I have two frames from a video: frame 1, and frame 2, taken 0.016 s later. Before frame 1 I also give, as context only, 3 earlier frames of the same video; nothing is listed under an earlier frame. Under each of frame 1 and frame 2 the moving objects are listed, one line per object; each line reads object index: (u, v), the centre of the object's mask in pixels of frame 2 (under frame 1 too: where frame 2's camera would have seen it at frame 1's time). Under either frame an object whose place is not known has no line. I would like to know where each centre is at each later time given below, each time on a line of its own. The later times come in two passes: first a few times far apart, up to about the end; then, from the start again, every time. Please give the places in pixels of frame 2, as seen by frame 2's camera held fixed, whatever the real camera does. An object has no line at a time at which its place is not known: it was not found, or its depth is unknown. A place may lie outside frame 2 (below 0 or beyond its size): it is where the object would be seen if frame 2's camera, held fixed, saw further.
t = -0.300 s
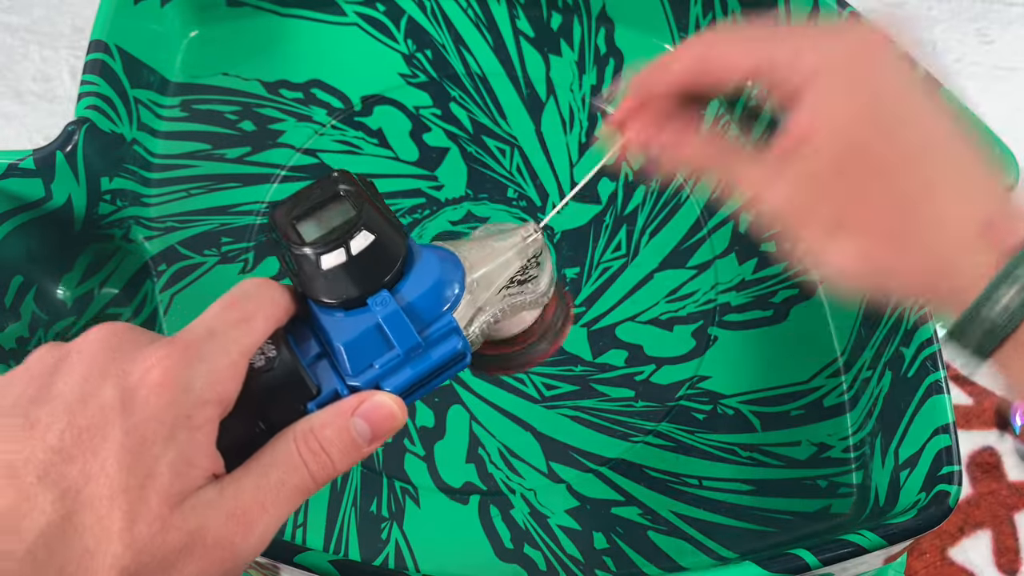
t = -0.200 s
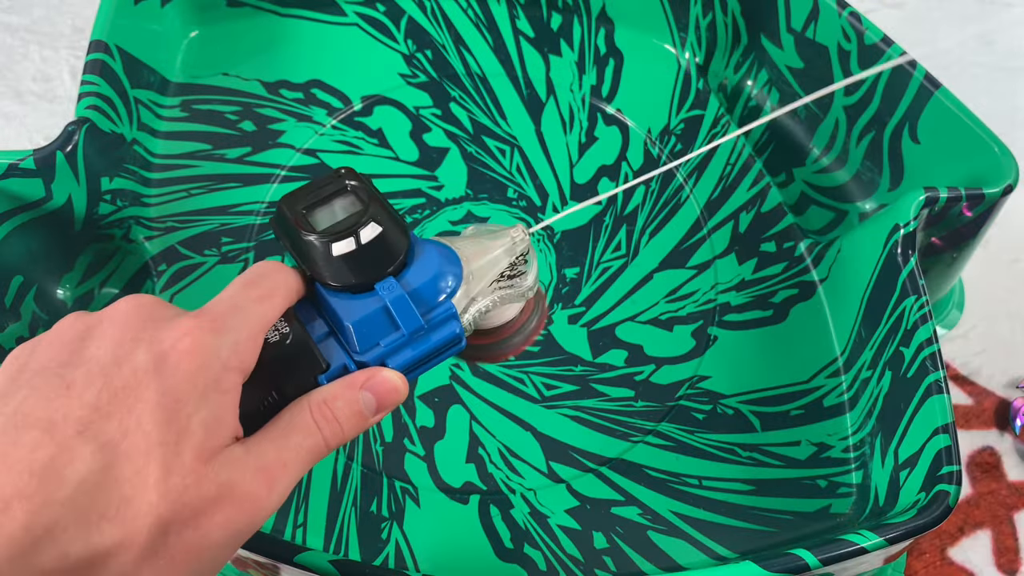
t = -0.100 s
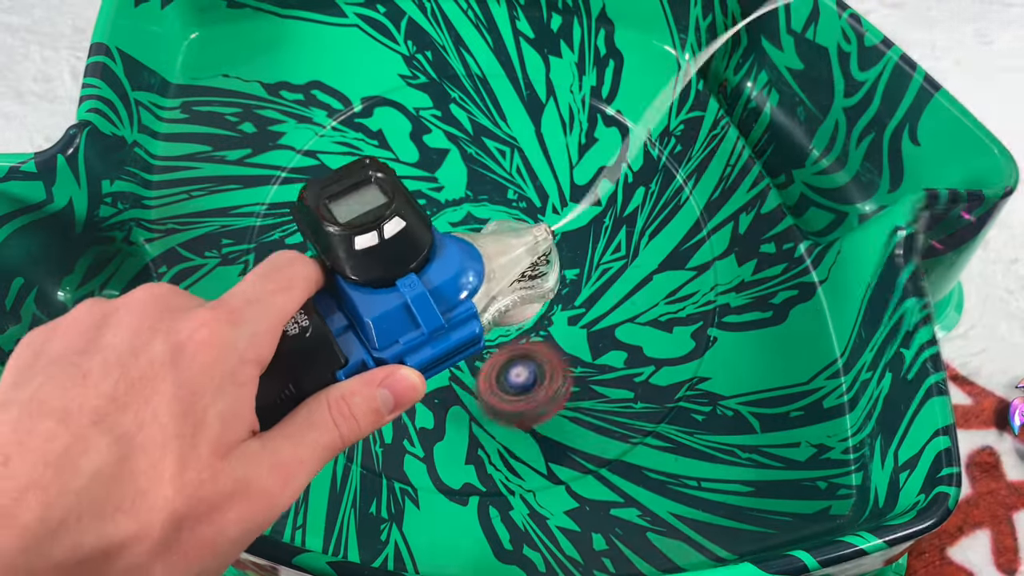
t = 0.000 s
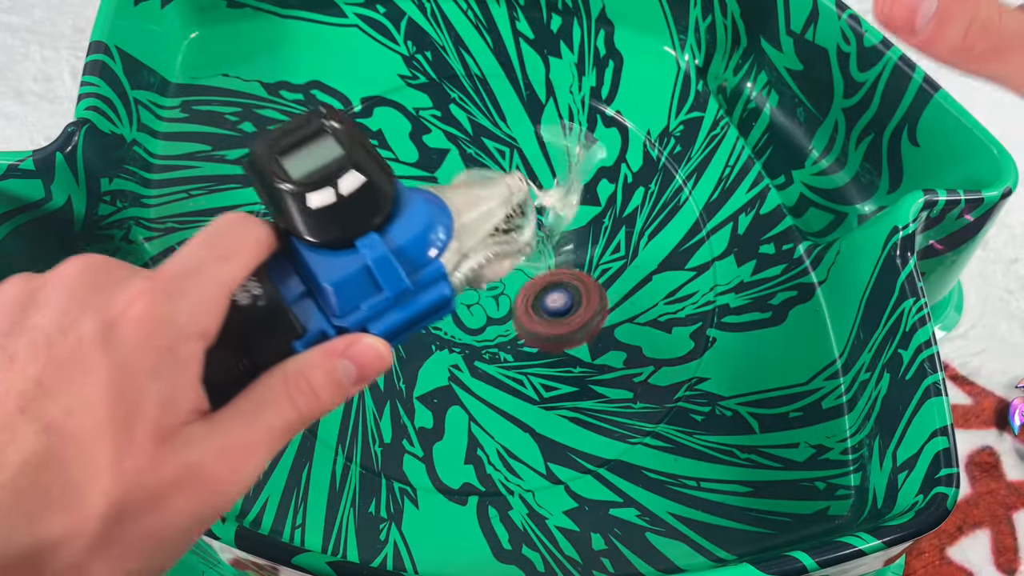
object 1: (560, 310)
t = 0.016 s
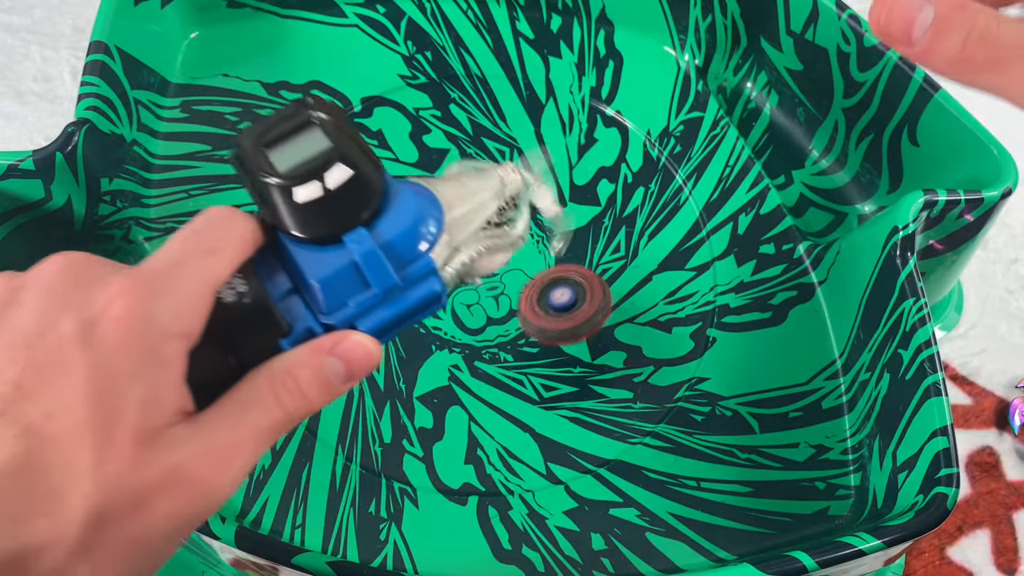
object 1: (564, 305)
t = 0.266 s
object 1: (610, 156)
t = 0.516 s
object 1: (577, 115)
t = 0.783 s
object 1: (469, 219)
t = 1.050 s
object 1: (389, 278)
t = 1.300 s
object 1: (384, 234)
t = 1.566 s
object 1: (416, 144)
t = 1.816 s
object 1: (431, 85)
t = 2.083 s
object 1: (494, 102)
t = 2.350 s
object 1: (437, 268)
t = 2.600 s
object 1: (288, 342)
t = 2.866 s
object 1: (292, 239)
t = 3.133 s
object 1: (432, 172)
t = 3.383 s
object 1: (576, 315)
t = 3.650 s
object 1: (487, 478)
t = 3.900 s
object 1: (281, 315)
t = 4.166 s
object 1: (431, 112)
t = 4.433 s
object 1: (703, 205)
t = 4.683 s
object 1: (529, 469)
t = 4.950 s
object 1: (250, 254)
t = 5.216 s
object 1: (522, 67)
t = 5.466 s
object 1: (692, 351)
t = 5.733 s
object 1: (301, 407)
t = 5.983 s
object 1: (366, 92)
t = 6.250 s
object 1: (695, 197)
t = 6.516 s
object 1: (508, 478)
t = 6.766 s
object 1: (254, 229)
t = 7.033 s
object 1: (550, 76)
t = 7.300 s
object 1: (703, 342)
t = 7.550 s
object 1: (341, 430)
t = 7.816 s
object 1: (334, 111)
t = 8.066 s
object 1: (640, 121)
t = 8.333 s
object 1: (606, 440)
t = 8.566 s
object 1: (285, 378)
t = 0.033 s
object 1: (567, 303)
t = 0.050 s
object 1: (571, 301)
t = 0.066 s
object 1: (576, 284)
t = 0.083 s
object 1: (581, 269)
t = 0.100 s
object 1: (586, 256)
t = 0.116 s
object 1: (589, 246)
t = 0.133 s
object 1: (592, 238)
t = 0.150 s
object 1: (594, 232)
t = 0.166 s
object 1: (598, 217)
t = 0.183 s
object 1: (601, 204)
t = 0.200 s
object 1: (604, 195)
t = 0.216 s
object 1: (605, 187)
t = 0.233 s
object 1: (607, 175)
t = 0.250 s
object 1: (608, 166)
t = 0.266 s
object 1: (610, 156)
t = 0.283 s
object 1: (611, 146)
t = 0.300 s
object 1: (612, 137)
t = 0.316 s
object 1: (613, 129)
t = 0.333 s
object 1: (614, 121)
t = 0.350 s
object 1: (615, 113)
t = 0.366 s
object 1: (616, 106)
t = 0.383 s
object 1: (615, 99)
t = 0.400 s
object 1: (613, 96)
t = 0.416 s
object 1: (609, 95)
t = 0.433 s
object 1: (606, 97)
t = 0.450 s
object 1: (601, 98)
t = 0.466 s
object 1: (596, 102)
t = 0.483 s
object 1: (590, 105)
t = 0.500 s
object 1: (584, 109)
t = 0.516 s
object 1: (577, 115)
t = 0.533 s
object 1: (571, 120)
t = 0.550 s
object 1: (565, 125)
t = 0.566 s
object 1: (559, 131)
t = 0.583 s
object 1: (552, 137)
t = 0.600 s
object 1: (546, 144)
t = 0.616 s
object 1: (538, 150)
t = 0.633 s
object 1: (531, 157)
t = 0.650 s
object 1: (524, 164)
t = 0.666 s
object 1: (517, 171)
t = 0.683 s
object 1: (510, 178)
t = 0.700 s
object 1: (503, 185)
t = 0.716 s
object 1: (496, 192)
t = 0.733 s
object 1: (489, 200)
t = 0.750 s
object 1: (482, 206)
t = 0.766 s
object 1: (476, 213)
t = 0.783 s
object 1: (469, 219)
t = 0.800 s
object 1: (462, 226)
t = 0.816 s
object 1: (456, 232)
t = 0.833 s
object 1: (449, 238)
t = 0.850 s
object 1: (443, 244)
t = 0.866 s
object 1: (437, 249)
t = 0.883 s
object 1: (431, 254)
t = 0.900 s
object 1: (426, 258)
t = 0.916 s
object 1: (421, 262)
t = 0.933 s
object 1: (415, 266)
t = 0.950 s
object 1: (411, 269)
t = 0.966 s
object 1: (406, 272)
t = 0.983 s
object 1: (402, 274)
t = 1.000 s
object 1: (398, 276)
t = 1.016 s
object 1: (395, 277)
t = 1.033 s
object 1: (392, 278)
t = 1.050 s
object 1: (389, 278)
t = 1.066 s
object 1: (386, 278)
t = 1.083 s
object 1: (384, 277)
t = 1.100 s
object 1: (382, 277)
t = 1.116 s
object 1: (381, 275)
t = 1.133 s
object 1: (380, 273)
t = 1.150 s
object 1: (379, 271)
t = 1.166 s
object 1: (379, 268)
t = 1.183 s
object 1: (378, 265)
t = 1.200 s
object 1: (378, 261)
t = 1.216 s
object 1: (379, 258)
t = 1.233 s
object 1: (379, 253)
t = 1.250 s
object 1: (380, 249)
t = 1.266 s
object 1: (382, 244)
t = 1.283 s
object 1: (383, 239)
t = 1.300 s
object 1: (384, 234)
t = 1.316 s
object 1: (386, 229)
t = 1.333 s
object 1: (388, 223)
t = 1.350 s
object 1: (389, 218)
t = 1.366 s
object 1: (391, 212)
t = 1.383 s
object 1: (393, 207)
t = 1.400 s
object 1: (396, 201)
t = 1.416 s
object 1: (398, 195)
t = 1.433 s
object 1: (400, 189)
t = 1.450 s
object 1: (402, 183)
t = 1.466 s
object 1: (404, 177)
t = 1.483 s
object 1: (406, 172)
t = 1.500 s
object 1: (408, 166)
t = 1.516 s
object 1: (410, 160)
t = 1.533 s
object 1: (412, 156)
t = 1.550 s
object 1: (414, 150)
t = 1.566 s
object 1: (416, 144)
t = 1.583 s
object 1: (417, 139)
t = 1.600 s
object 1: (419, 134)
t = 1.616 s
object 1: (420, 129)
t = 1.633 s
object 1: (421, 125)
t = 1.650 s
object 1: (422, 121)
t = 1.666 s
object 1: (423, 116)
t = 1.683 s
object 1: (424, 112)
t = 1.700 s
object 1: (425, 108)
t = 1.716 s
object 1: (426, 104)
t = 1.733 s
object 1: (426, 101)
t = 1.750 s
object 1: (427, 97)
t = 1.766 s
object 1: (428, 94)
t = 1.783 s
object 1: (429, 90)
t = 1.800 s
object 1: (430, 88)
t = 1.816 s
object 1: (431, 85)
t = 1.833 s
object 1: (433, 83)
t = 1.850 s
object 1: (434, 80)
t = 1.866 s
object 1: (436, 78)
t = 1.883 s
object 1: (438, 76)
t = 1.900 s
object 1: (441, 75)
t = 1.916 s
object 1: (443, 73)
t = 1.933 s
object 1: (447, 72)
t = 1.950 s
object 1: (451, 72)
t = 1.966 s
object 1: (456, 73)
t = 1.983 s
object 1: (462, 74)
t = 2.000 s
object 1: (468, 76)
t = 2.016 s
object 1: (474, 79)
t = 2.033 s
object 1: (480, 83)
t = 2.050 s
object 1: (485, 88)
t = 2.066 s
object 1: (490, 95)
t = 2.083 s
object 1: (494, 102)
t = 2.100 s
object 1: (497, 110)
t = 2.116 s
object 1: (499, 119)
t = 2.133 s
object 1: (499, 128)
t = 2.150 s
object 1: (499, 138)
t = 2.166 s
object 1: (498, 148)
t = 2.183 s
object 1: (496, 159)
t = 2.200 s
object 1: (494, 170)
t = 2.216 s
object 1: (490, 181)
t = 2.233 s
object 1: (485, 193)
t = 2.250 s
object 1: (481, 204)
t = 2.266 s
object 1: (475, 215)
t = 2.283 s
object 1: (469, 226)
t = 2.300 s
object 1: (461, 237)
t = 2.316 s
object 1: (453, 248)
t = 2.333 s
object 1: (445, 258)
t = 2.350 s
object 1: (437, 268)
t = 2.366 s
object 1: (428, 278)
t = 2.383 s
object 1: (418, 287)
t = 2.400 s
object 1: (409, 296)
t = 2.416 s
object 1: (399, 303)
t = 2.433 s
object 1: (388, 311)
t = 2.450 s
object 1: (378, 317)
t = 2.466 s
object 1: (367, 323)
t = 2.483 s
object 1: (357, 328)
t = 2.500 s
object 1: (346, 332)
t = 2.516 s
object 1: (336, 336)
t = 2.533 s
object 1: (326, 339)
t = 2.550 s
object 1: (316, 341)
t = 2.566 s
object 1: (306, 342)
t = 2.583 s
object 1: (296, 342)
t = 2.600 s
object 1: (288, 342)
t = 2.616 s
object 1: (280, 340)
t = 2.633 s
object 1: (272, 338)
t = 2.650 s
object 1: (264, 335)
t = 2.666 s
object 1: (258, 331)
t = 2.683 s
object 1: (254, 326)
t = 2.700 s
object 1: (252, 320)
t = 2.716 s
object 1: (255, 313)
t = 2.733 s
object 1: (258, 305)
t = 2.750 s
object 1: (261, 297)
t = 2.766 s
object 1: (264, 289)
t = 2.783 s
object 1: (269, 281)
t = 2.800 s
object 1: (273, 273)
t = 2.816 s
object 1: (277, 264)
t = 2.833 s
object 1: (282, 256)
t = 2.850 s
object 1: (287, 247)
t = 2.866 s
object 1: (292, 239)
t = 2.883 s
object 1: (297, 231)
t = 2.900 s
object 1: (301, 222)
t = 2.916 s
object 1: (306, 214)
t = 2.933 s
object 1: (311, 206)
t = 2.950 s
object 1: (316, 198)
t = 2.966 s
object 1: (322, 190)
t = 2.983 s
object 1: (330, 183)
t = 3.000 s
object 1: (338, 177)
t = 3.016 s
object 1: (348, 173)
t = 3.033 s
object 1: (358, 169)
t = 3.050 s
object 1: (369, 167)
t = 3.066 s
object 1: (381, 165)
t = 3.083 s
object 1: (393, 166)
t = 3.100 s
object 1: (406, 167)
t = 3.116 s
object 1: (419, 169)
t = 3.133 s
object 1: (432, 172)
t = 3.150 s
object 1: (444, 177)
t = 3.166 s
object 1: (457, 182)
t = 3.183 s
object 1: (469, 188)
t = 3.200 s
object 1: (481, 195)
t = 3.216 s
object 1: (493, 204)
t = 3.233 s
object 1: (504, 212)
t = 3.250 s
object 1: (515, 221)
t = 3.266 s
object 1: (525, 231)
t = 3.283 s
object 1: (535, 242)
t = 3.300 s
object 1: (544, 253)
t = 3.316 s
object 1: (552, 264)
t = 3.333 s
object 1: (559, 276)
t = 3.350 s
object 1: (566, 288)
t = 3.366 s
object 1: (572, 301)
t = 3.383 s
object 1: (576, 315)
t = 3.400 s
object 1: (580, 327)
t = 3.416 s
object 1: (583, 340)
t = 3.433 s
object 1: (584, 354)
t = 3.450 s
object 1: (585, 367)
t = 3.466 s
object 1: (584, 380)
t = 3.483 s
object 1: (582, 393)
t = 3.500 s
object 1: (578, 407)
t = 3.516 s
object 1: (574, 420)
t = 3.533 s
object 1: (568, 433)
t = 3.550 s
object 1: (561, 444)
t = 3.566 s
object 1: (552, 455)
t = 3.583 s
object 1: (542, 466)
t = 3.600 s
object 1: (530, 474)
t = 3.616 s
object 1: (516, 477)
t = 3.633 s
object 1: (502, 478)
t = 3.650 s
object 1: (487, 478)
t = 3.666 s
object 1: (471, 472)
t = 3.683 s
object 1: (455, 465)
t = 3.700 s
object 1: (438, 457)
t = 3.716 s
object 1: (424, 449)
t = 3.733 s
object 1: (409, 440)
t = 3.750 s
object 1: (392, 431)
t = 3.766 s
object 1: (378, 422)
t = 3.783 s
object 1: (362, 412)
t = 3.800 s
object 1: (347, 402)
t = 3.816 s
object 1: (331, 391)
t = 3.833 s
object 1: (317, 378)
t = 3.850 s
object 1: (304, 363)
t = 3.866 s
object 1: (295, 349)
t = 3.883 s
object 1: (287, 333)
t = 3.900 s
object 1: (281, 315)
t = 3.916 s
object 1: (277, 299)
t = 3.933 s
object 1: (275, 282)
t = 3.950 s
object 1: (276, 265)
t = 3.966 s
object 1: (279, 249)
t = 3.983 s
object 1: (284, 233)
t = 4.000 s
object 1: (290, 217)
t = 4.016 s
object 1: (298, 202)
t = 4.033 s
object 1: (309, 188)
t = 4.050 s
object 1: (320, 175)
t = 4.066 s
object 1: (333, 162)
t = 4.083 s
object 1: (347, 151)
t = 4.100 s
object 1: (362, 141)
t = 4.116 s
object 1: (379, 132)
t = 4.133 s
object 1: (395, 124)
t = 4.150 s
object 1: (412, 117)
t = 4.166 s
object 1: (431, 112)
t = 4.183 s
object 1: (450, 107)
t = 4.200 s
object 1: (469, 104)
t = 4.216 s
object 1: (489, 102)
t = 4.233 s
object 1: (508, 102)
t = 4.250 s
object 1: (528, 102)
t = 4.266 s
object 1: (550, 104)
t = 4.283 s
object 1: (569, 107)
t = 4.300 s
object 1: (588, 111)
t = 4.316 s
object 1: (609, 116)
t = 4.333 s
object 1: (628, 123)
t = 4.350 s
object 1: (647, 131)
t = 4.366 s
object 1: (665, 140)
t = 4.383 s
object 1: (679, 151)
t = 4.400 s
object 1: (690, 167)
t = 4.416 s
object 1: (699, 185)
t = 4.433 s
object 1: (703, 205)
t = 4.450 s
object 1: (704, 227)
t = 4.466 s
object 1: (705, 247)
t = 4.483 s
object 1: (706, 268)
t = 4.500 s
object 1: (705, 289)
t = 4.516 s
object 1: (705, 311)
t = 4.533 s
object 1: (703, 333)
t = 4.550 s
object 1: (696, 353)
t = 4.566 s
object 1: (684, 374)
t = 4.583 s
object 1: (667, 393)
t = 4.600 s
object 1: (647, 409)
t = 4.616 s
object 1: (625, 425)
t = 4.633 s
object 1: (603, 440)
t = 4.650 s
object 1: (580, 453)
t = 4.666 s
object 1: (557, 462)
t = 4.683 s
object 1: (529, 469)
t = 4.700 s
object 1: (501, 472)
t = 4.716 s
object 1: (471, 471)
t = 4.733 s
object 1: (441, 467)
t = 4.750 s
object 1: (414, 460)
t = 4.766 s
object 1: (387, 451)
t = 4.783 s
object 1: (361, 440)
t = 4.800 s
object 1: (339, 427)
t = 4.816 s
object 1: (319, 412)
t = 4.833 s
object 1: (300, 397)
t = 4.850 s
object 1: (283, 379)
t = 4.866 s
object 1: (271, 361)
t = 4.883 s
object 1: (261, 341)
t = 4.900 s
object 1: (254, 319)
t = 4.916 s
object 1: (251, 298)
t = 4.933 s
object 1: (249, 275)
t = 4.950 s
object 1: (250, 254)
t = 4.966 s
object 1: (253, 233)
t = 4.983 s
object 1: (258, 213)
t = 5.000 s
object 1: (265, 191)
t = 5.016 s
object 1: (274, 171)
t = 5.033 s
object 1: (285, 152)
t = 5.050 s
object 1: (298, 136)
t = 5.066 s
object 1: (315, 119)
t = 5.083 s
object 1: (334, 105)
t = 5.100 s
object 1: (354, 94)
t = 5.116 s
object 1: (376, 84)
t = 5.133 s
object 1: (400, 75)
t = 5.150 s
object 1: (422, 69)
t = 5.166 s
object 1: (447, 64)
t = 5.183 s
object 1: (471, 63)
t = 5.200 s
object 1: (497, 64)
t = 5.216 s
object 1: (522, 67)
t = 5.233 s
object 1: (547, 73)
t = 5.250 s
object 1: (572, 82)
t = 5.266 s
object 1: (595, 93)
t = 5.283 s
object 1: (616, 105)
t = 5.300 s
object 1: (636, 120)
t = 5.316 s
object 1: (654, 137)
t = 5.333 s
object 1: (670, 157)
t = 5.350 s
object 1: (684, 178)
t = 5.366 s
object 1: (694, 200)
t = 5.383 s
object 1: (702, 224)
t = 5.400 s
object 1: (708, 249)
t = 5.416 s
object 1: (710, 274)
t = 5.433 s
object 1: (707, 300)
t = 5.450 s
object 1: (701, 325)
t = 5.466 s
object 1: (692, 351)
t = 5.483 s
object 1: (679, 375)
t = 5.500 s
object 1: (663, 397)
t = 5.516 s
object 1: (643, 417)
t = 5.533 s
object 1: (621, 433)
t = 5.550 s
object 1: (596, 449)
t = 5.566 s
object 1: (570, 459)
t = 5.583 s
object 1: (542, 468)
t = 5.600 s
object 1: (514, 473)
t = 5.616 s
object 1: (485, 476)
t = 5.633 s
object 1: (457, 475)
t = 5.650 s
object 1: (428, 471)
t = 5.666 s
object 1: (399, 465)
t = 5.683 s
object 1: (374, 455)
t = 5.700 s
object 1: (349, 441)
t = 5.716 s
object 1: (323, 424)
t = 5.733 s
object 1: (301, 407)
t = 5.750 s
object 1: (284, 386)
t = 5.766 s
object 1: (269, 364)
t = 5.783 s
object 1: (257, 339)
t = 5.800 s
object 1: (249, 315)
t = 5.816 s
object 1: (246, 289)
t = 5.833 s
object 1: (244, 265)
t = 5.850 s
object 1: (247, 240)
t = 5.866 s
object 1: (252, 216)
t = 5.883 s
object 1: (261, 192)
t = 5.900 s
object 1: (273, 171)
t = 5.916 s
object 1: (288, 151)
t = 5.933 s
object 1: (305, 134)
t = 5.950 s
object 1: (325, 118)
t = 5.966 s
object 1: (345, 104)
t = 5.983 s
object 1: (366, 92)
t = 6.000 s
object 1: (390, 82)
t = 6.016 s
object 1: (413, 75)
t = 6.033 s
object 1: (437, 70)
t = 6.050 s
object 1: (462, 68)
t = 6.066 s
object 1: (486, 69)
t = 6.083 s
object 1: (512, 71)
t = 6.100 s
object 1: (536, 75)
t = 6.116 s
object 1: (560, 82)
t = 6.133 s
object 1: (583, 91)
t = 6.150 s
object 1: (603, 101)
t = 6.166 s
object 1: (623, 114)
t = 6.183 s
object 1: (642, 129)
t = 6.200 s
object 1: (658, 144)
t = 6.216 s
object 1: (673, 160)
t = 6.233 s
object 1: (686, 178)
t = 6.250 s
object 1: (695, 197)
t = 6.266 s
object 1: (703, 219)
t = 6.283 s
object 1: (708, 240)
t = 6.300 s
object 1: (710, 261)
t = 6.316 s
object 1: (711, 284)
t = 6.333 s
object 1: (709, 306)
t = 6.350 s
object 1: (704, 328)
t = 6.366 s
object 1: (698, 351)
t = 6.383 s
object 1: (687, 373)
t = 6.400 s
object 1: (673, 393)
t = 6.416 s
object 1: (656, 410)
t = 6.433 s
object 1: (635, 428)
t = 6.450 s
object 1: (613, 443)
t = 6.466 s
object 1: (589, 456)
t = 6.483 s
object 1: (563, 466)
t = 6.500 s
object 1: (535, 474)
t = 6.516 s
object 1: (508, 478)
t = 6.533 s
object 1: (477, 479)
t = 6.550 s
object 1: (447, 477)
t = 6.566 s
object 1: (418, 471)
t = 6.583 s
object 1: (388, 462)
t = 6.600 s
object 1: (362, 449)
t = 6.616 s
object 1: (337, 434)
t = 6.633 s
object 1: (313, 416)
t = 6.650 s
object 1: (295, 396)
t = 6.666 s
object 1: (279, 375)
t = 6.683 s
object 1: (266, 351)
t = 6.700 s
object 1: (257, 326)
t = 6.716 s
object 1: (251, 301)
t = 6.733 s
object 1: (250, 276)
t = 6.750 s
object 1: (250, 253)
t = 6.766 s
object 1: (254, 229)
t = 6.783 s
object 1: (261, 207)
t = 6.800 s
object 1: (271, 185)
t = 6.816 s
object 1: (284, 166)
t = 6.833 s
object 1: (298, 146)
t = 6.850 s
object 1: (316, 129)
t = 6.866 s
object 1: (334, 115)
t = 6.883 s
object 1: (355, 102)
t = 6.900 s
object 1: (374, 92)
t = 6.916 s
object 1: (396, 82)
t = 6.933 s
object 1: (417, 75)
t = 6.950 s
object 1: (440, 71)
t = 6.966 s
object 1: (462, 68)
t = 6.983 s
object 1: (485, 68)
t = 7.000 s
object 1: (507, 69)
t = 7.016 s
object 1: (529, 72)
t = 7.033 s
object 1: (550, 76)
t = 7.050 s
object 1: (571, 83)
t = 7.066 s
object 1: (590, 90)
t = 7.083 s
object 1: (609, 99)
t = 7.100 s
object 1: (627, 111)
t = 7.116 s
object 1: (644, 124)
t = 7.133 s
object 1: (658, 138)
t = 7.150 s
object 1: (671, 153)
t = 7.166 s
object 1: (684, 170)
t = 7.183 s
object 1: (694, 187)
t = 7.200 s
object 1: (703, 207)
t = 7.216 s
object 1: (710, 227)
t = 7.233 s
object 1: (714, 249)
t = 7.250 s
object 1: (716, 272)
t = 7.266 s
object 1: (715, 295)
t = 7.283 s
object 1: (711, 318)
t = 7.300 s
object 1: (703, 342)
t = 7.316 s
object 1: (691, 365)
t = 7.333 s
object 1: (677, 385)
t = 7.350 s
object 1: (660, 406)
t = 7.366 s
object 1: (639, 425)
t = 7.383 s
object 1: (615, 439)
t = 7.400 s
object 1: (591, 453)
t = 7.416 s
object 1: (564, 462)
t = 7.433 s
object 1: (536, 470)
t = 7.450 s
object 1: (508, 473)
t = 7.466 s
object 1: (478, 475)
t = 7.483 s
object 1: (448, 472)
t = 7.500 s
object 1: (419, 466)
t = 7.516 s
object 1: (390, 457)
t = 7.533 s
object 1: (364, 445)
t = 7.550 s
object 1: (341, 430)
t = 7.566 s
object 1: (318, 414)
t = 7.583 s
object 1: (299, 395)
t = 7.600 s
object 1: (283, 373)
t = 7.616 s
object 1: (270, 350)
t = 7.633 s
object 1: (261, 326)
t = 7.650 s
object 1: (255, 303)
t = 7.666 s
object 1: (252, 279)
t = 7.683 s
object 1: (250, 258)
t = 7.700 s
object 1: (253, 236)
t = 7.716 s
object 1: (258, 214)
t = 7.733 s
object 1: (266, 193)
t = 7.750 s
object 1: (276, 174)
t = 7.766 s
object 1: (289, 156)
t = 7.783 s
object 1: (303, 140)
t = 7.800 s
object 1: (318, 124)
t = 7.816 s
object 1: (334, 111)
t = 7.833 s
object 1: (352, 98)
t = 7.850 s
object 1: (369, 89)
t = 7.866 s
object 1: (390, 79)
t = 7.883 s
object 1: (410, 73)
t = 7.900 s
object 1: (432, 69)
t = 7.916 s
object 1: (452, 66)
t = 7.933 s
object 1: (475, 64)
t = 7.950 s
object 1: (497, 65)
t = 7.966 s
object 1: (520, 67)
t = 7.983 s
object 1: (542, 70)
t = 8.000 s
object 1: (563, 76)
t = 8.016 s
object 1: (583, 85)
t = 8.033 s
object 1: (603, 94)
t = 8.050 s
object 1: (622, 107)
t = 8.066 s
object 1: (640, 121)
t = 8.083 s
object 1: (656, 136)
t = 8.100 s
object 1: (670, 152)
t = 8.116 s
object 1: (684, 170)
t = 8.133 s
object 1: (694, 189)
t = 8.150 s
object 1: (702, 211)
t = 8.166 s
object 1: (708, 232)
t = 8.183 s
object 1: (711, 255)
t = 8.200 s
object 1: (712, 278)
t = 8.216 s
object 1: (710, 302)
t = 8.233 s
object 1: (705, 324)
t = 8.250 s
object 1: (696, 348)
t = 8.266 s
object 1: (683, 370)
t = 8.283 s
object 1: (668, 390)
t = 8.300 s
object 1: (649, 409)
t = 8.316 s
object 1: (630, 426)
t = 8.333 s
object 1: (606, 440)
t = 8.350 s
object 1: (582, 452)
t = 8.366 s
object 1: (557, 461)
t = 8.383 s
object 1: (531, 468)
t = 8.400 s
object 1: (503, 471)
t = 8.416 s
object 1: (476, 471)
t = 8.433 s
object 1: (451, 470)
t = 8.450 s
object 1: (425, 466)
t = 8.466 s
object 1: (400, 459)
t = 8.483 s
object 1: (377, 451)
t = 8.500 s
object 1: (355, 440)
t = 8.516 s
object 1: (334, 426)
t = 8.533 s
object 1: (316, 411)
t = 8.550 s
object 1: (300, 396)
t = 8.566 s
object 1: (285, 378)
